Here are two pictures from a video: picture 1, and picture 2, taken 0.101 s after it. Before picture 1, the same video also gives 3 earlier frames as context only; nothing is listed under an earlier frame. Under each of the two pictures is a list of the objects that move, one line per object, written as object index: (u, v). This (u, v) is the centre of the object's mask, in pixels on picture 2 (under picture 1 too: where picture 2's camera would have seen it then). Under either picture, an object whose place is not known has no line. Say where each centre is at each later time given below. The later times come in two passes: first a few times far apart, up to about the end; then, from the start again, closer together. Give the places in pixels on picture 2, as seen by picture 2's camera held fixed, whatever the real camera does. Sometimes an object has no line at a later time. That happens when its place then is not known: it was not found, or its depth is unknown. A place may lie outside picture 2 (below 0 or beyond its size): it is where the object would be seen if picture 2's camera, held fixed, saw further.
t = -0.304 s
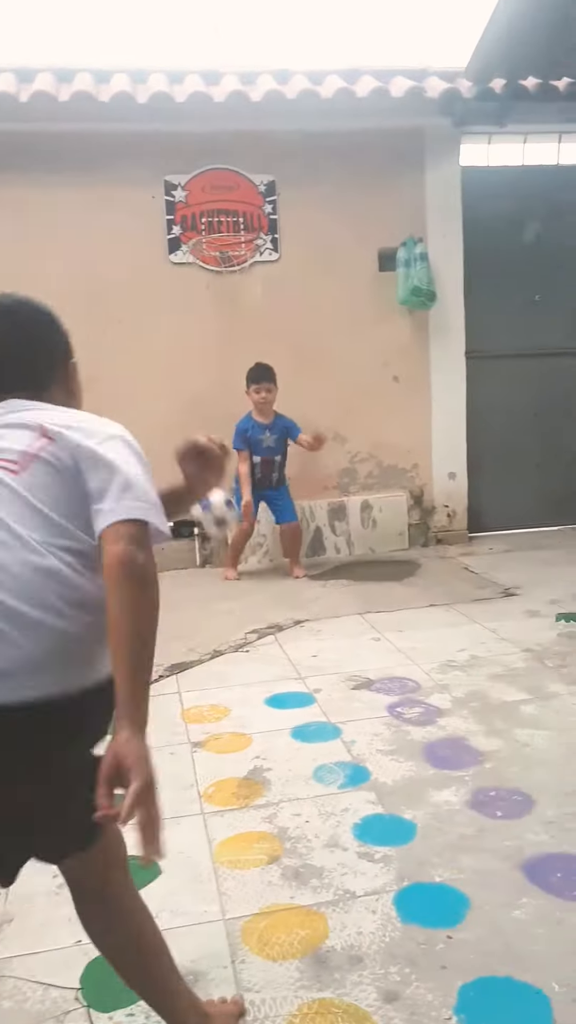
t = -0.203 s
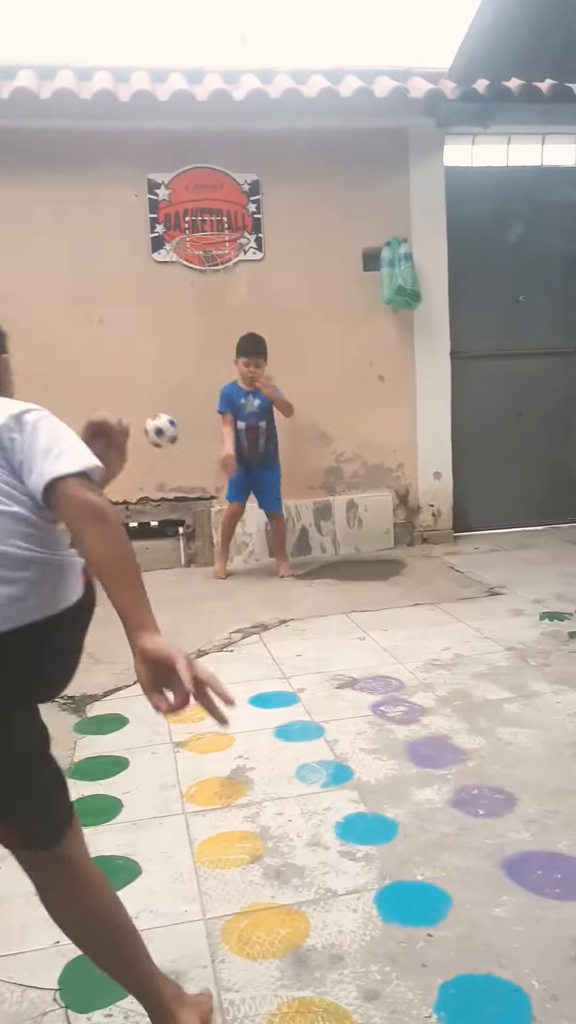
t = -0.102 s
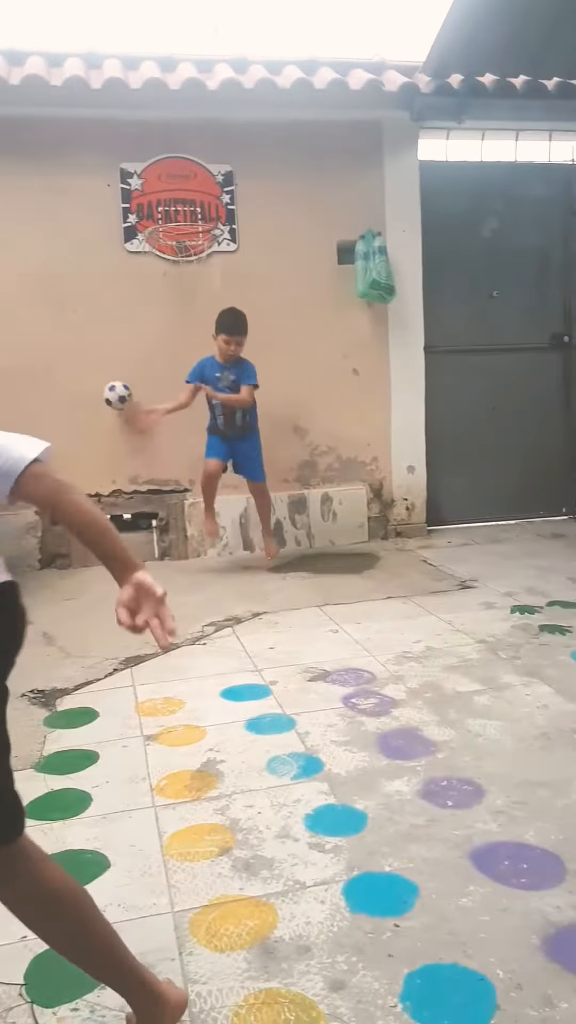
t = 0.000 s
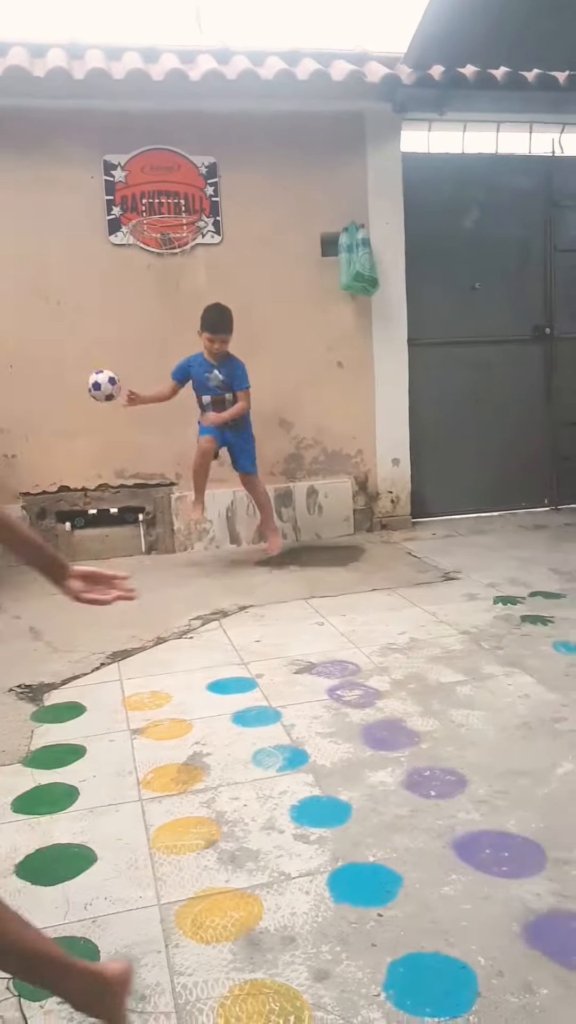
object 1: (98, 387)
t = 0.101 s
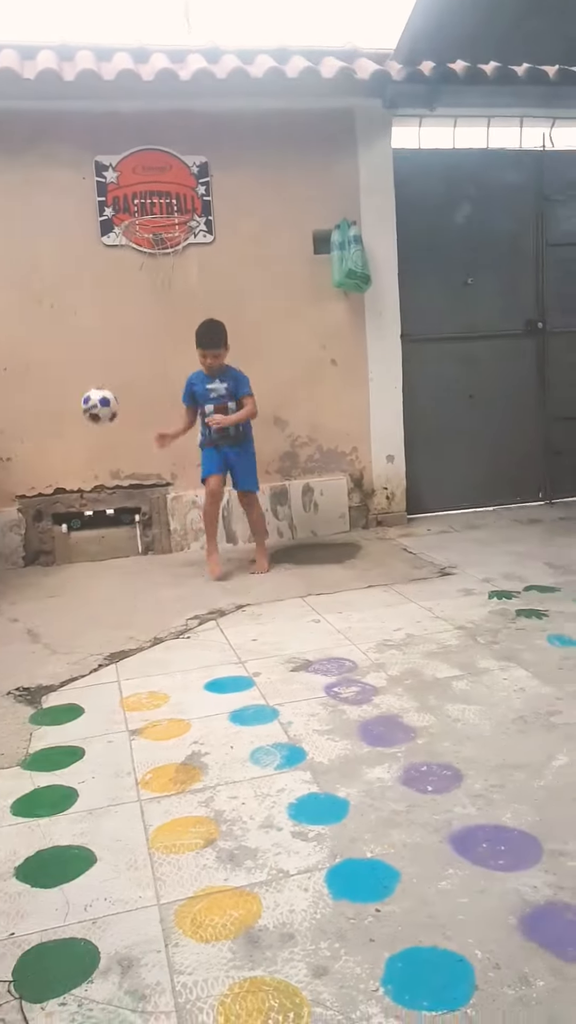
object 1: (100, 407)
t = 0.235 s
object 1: (107, 485)
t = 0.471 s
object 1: (132, 700)
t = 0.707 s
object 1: (142, 689)
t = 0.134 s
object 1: (100, 420)
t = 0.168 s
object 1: (102, 436)
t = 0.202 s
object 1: (103, 455)
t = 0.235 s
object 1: (107, 485)
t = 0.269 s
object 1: (111, 514)
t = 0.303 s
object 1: (115, 553)
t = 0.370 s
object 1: (125, 651)
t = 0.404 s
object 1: (132, 722)
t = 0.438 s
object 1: (133, 717)
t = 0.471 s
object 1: (132, 700)
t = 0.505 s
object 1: (133, 687)
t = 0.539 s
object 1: (133, 676)
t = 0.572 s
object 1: (134, 667)
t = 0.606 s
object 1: (135, 664)
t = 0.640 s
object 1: (137, 666)
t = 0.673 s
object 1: (139, 674)
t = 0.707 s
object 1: (142, 689)
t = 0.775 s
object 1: (154, 738)
